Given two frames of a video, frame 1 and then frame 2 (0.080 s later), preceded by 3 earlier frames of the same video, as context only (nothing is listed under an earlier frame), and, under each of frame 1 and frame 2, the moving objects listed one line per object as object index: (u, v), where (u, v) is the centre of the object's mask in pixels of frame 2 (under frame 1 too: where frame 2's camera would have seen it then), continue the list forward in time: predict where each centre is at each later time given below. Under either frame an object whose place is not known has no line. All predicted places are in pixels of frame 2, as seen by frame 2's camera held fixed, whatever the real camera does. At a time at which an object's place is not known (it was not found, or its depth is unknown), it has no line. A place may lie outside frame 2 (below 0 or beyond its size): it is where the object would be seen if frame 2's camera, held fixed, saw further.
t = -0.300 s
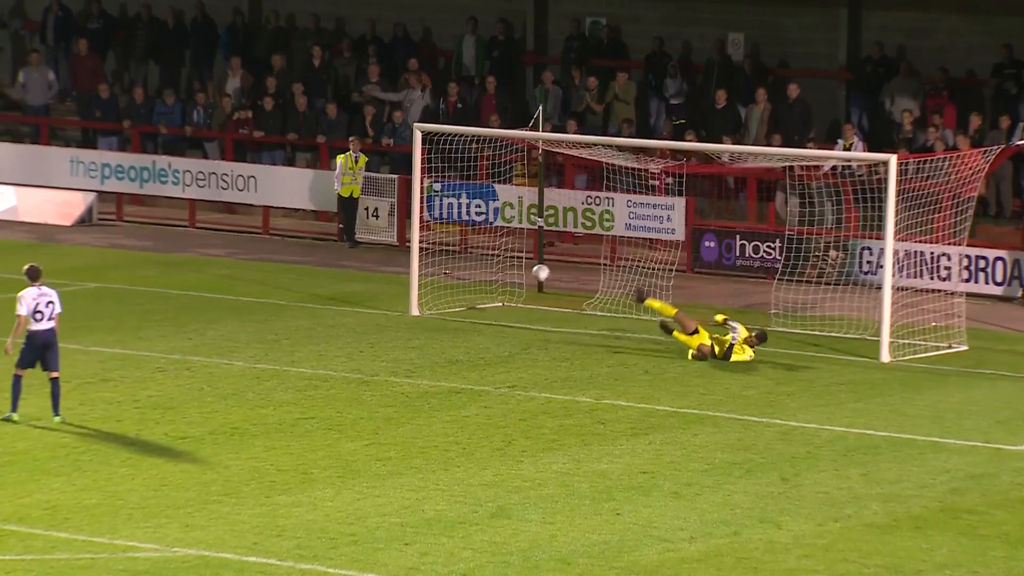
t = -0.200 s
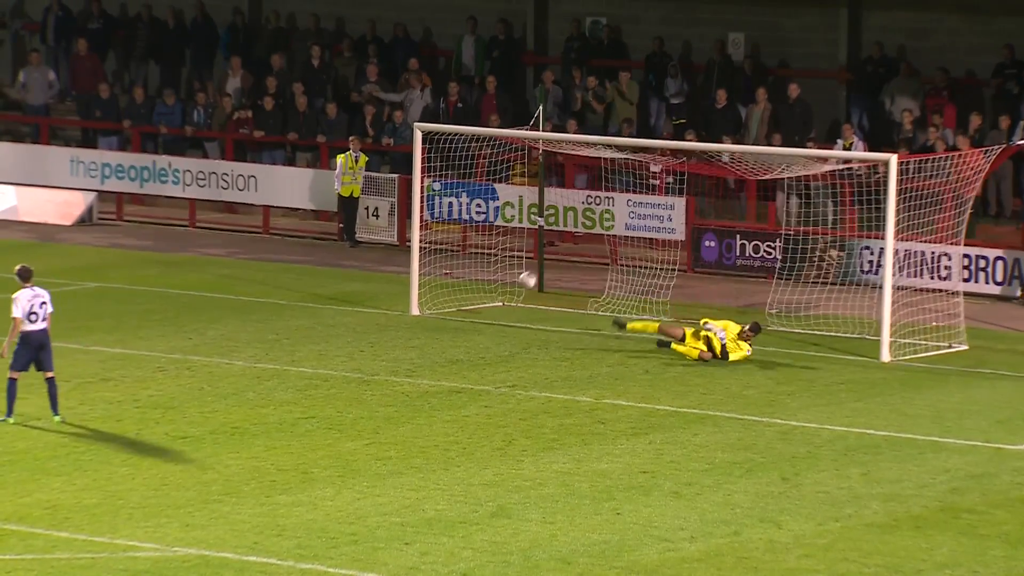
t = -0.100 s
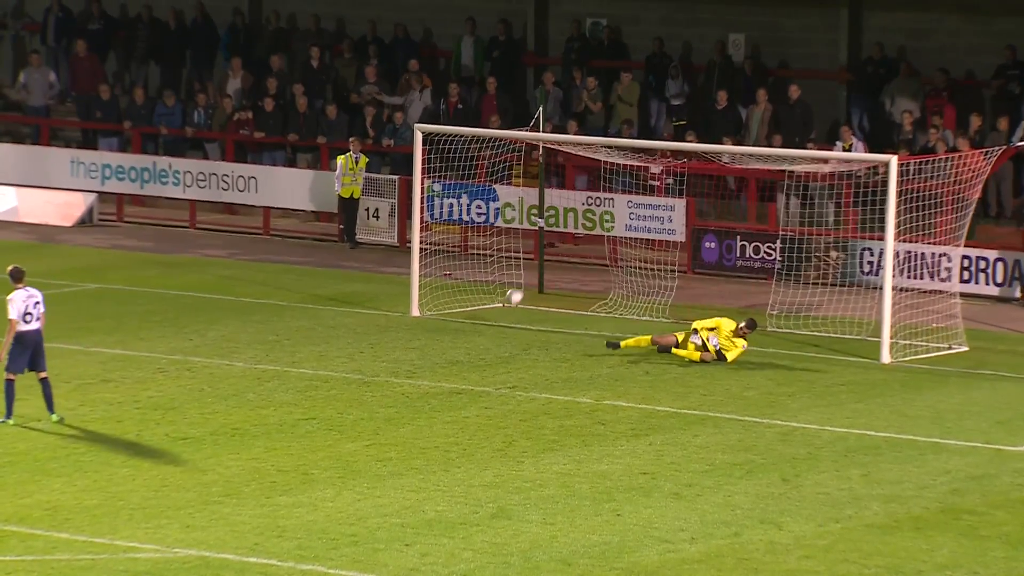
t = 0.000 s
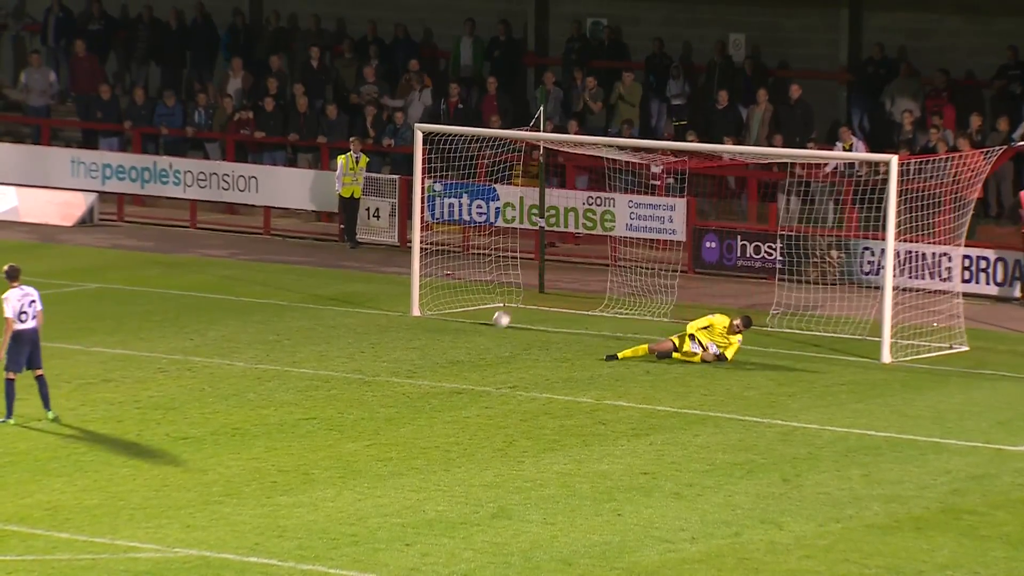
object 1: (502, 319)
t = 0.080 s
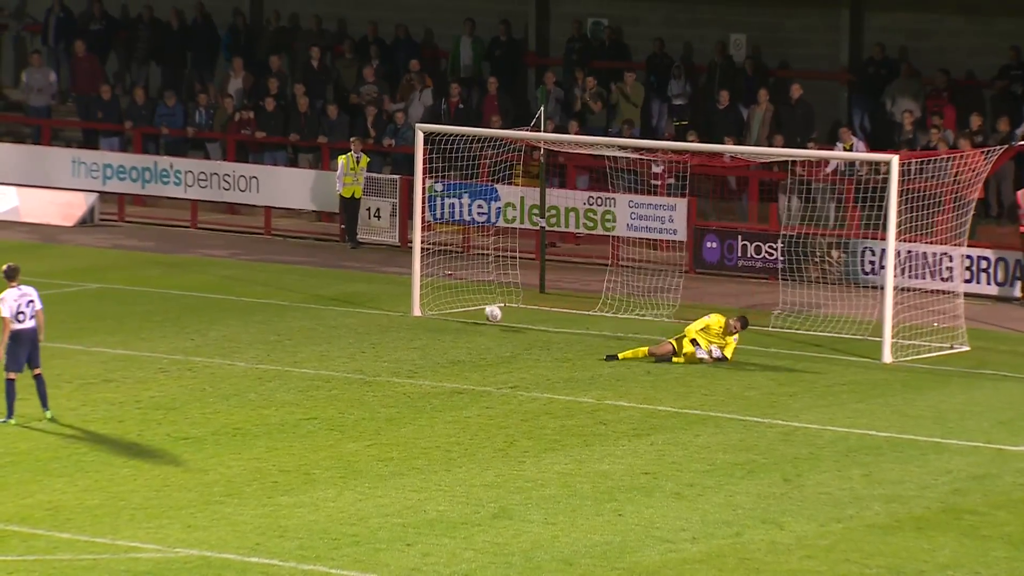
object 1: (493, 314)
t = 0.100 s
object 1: (491, 313)
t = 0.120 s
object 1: (489, 311)
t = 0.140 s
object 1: (486, 310)
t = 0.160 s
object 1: (484, 309)
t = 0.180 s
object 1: (483, 309)
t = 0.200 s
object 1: (481, 308)
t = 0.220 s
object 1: (479, 309)
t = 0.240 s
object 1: (477, 309)
